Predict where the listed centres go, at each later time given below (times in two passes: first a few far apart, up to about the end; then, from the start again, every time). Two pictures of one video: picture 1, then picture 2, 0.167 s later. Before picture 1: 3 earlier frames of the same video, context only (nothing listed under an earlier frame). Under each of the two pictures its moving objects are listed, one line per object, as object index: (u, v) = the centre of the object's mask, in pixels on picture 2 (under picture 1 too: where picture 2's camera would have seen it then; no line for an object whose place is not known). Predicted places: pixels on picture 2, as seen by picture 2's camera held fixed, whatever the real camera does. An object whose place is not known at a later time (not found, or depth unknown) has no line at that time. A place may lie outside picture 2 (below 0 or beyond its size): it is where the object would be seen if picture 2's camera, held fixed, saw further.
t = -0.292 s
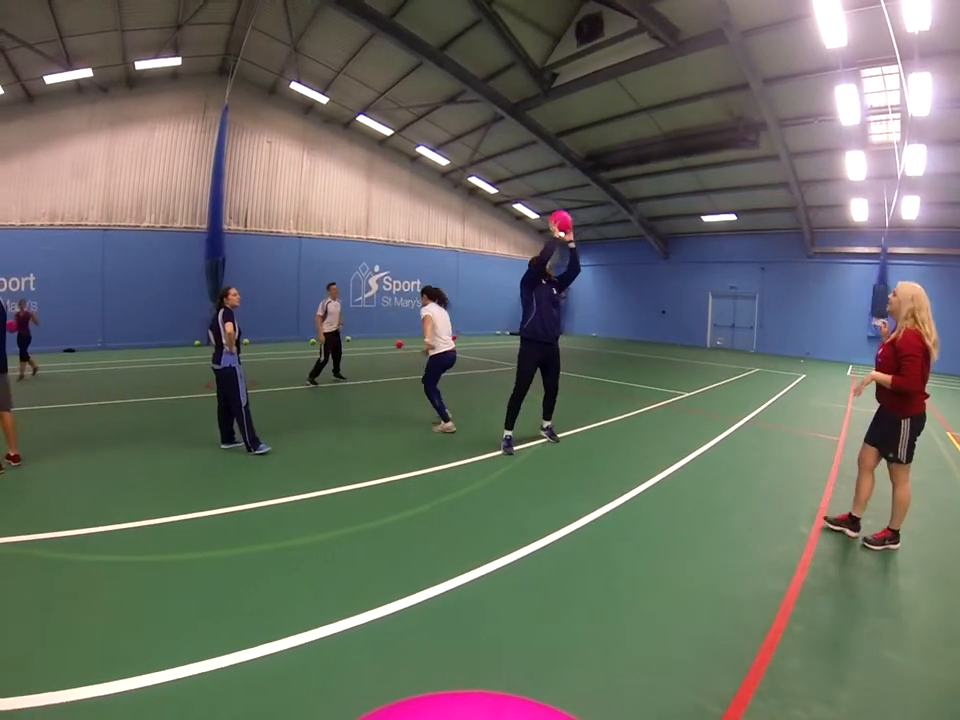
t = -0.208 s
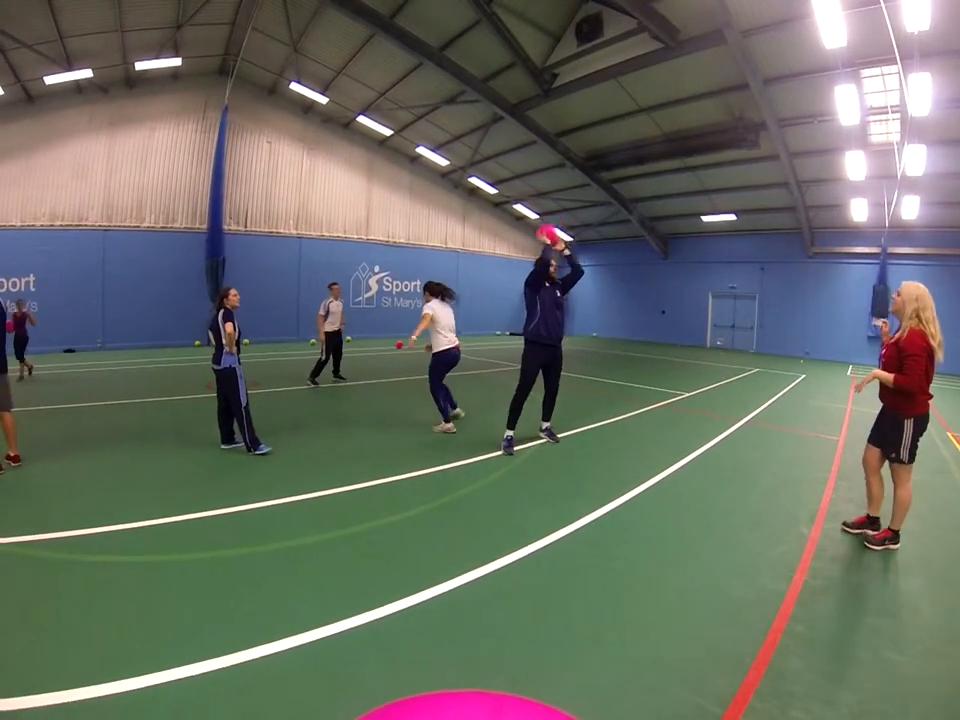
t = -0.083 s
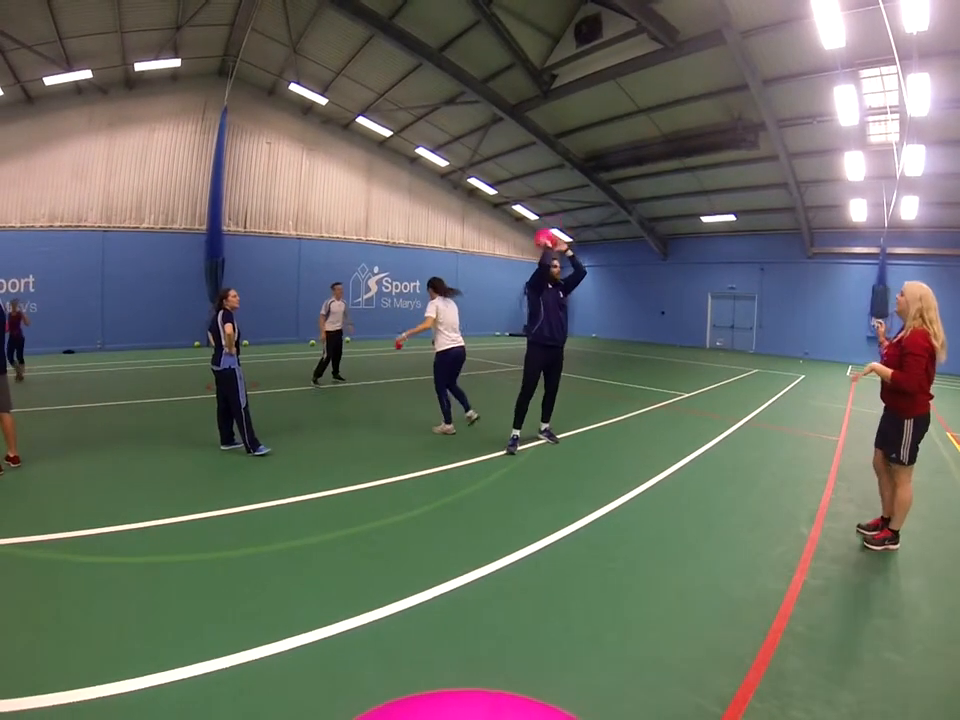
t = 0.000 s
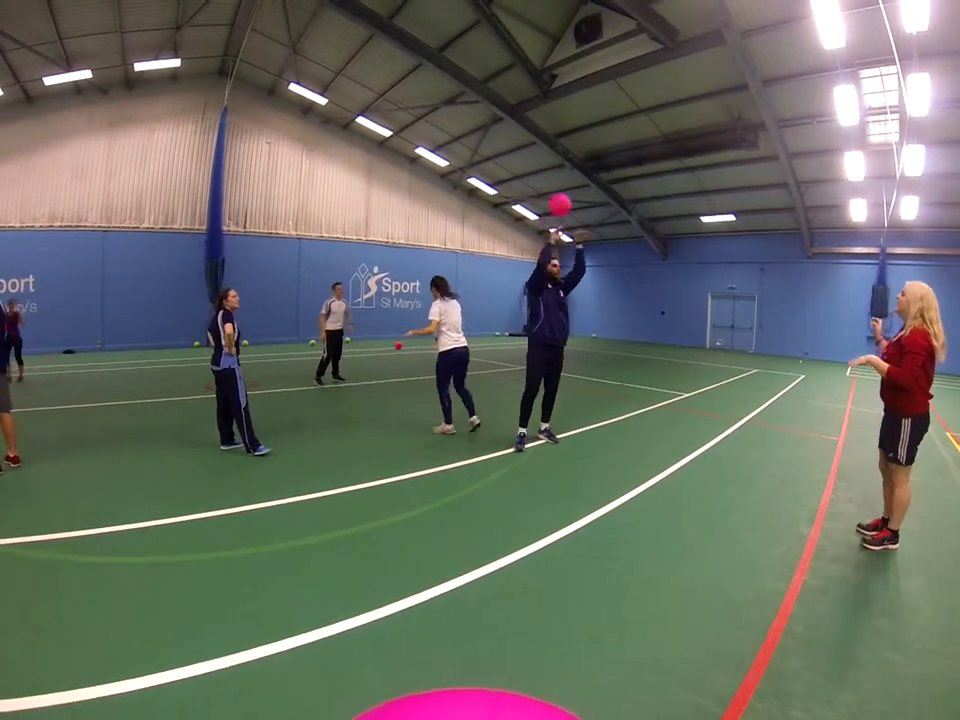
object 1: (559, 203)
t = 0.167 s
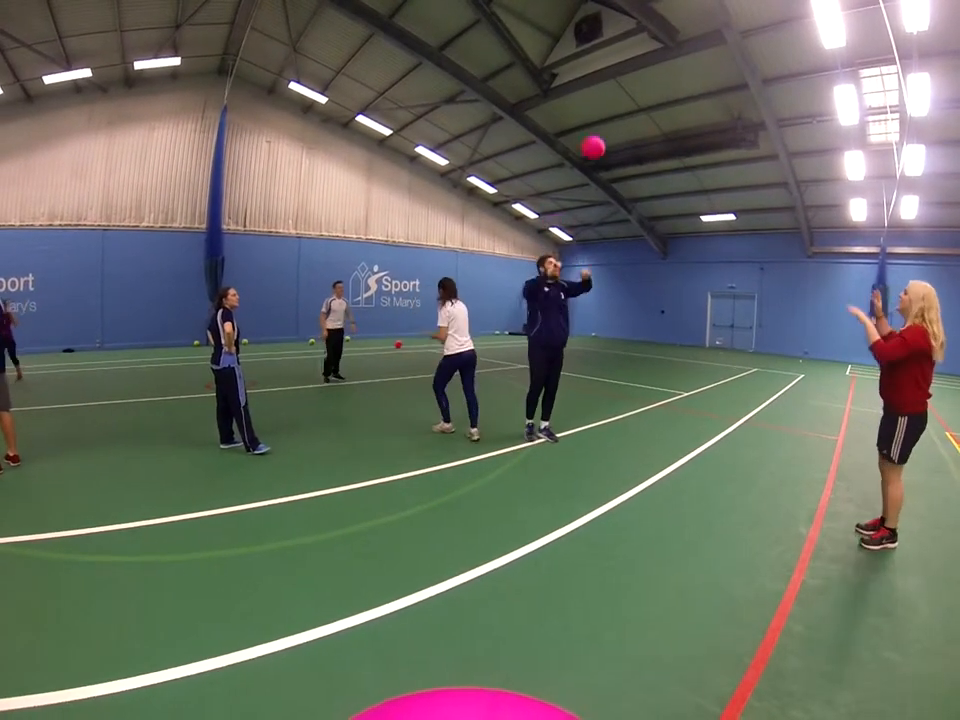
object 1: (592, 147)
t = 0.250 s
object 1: (611, 128)
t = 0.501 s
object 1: (671, 105)
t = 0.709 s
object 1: (735, 138)
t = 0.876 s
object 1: (796, 213)
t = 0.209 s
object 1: (601, 137)
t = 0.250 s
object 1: (611, 128)
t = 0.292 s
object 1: (620, 120)
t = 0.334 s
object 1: (629, 114)
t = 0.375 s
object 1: (639, 110)
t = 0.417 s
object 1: (650, 107)
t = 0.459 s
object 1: (661, 105)
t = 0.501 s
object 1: (671, 105)
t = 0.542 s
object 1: (683, 108)
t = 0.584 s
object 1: (696, 112)
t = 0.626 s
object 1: (708, 118)
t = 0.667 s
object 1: (722, 127)
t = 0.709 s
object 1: (735, 138)
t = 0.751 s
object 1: (750, 152)
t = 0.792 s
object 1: (765, 169)
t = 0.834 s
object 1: (780, 189)
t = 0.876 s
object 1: (796, 213)
